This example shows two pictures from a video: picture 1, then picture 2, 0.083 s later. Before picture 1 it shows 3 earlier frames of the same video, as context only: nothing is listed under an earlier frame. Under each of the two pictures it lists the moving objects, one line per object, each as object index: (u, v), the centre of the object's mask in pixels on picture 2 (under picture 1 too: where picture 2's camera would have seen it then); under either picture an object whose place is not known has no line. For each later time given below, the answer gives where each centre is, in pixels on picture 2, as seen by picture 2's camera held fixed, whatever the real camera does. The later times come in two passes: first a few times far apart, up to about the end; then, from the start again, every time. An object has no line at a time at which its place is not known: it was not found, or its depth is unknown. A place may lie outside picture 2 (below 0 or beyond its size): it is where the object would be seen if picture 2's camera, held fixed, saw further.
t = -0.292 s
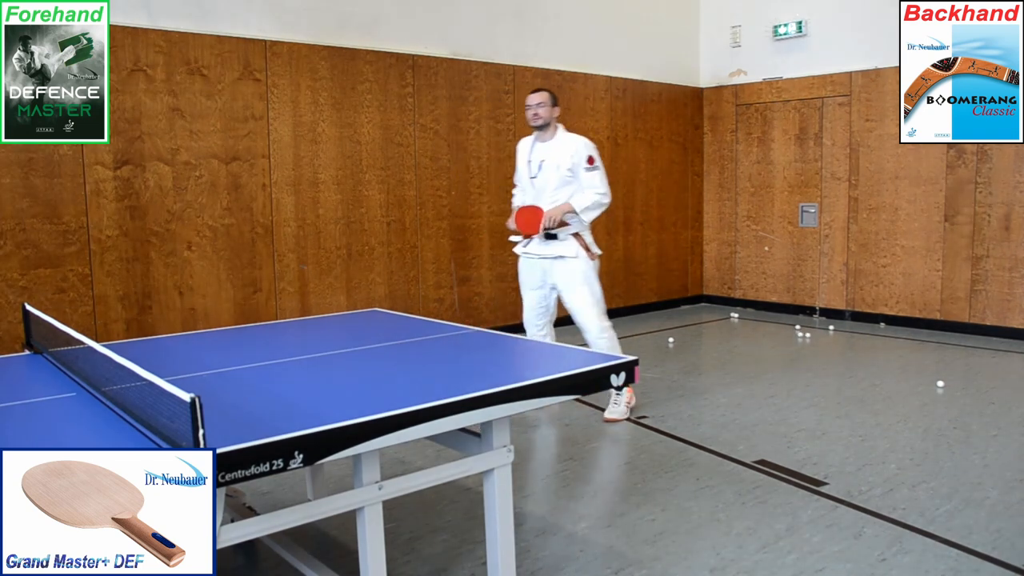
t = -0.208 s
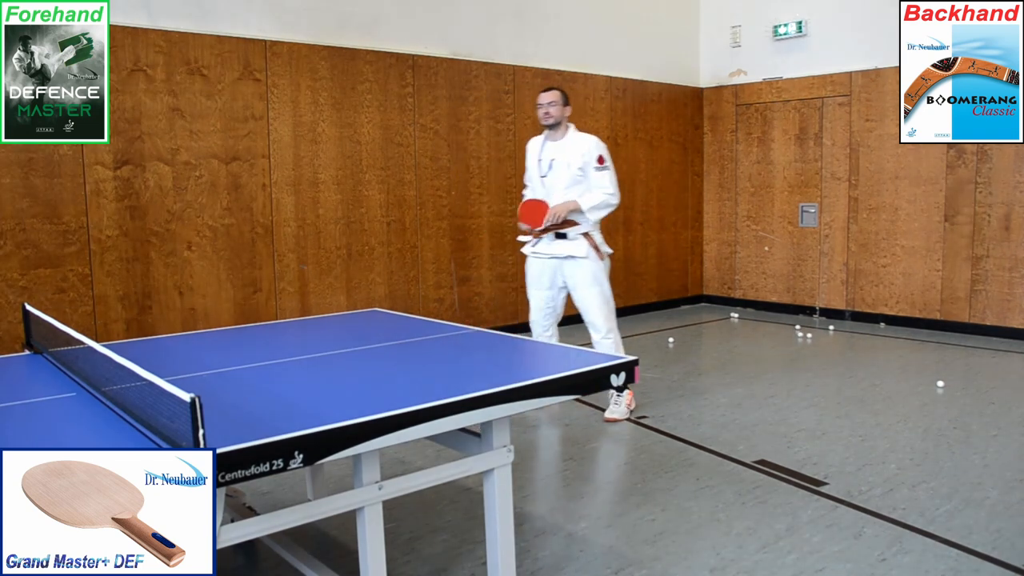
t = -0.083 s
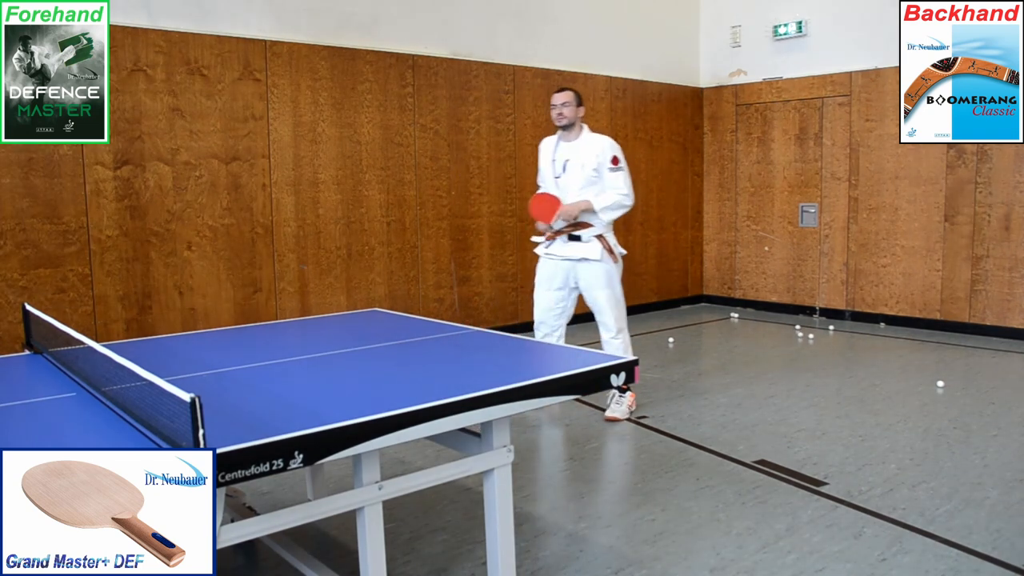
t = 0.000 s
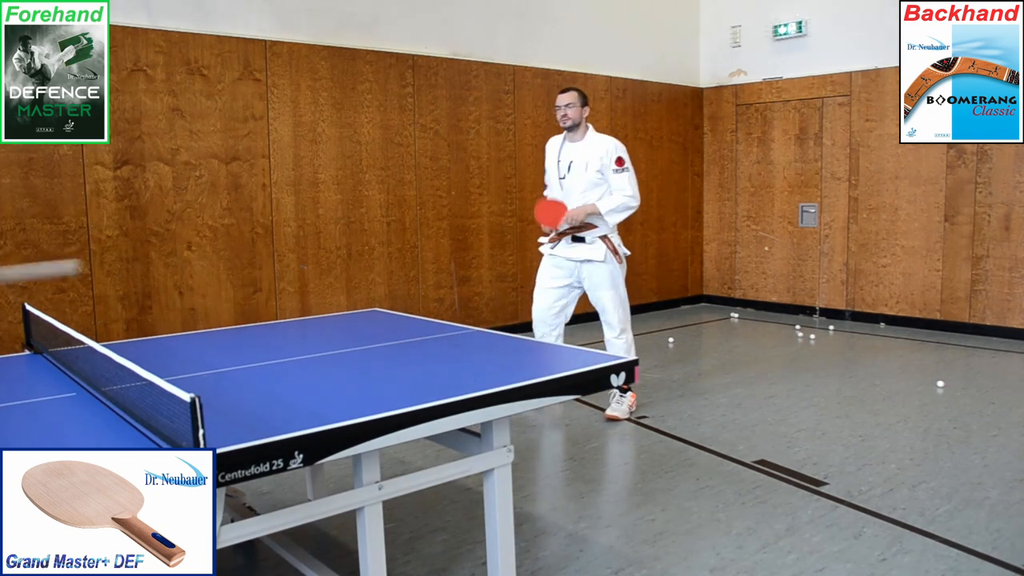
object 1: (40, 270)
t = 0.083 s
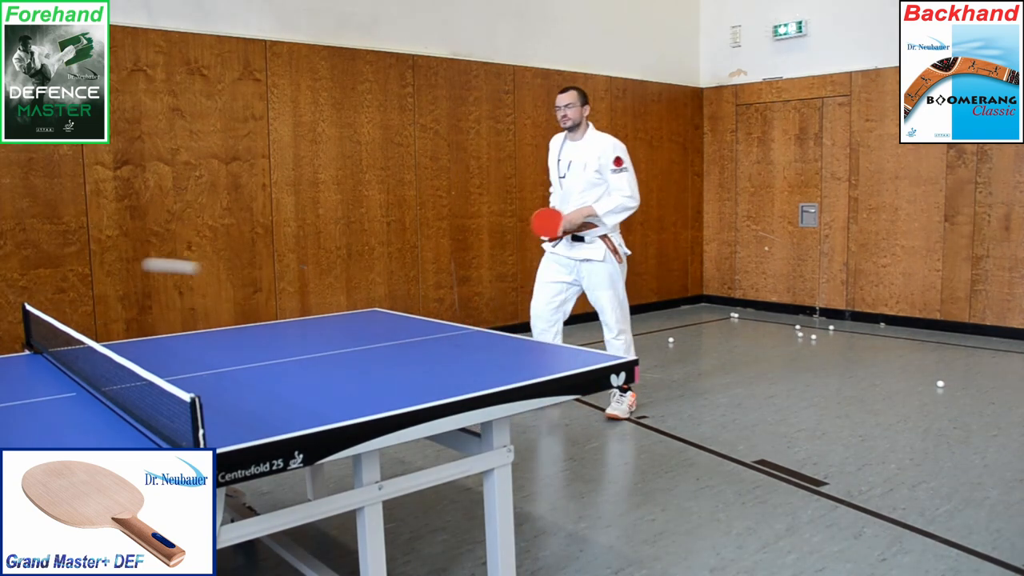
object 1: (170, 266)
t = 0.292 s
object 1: (325, 316)
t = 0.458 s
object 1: (348, 252)
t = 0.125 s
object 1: (217, 272)
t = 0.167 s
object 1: (253, 283)
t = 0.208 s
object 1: (283, 296)
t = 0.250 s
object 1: (308, 311)
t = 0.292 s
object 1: (325, 316)
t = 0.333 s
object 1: (332, 293)
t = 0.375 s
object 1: (339, 274)
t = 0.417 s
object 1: (344, 261)
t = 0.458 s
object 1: (348, 252)
